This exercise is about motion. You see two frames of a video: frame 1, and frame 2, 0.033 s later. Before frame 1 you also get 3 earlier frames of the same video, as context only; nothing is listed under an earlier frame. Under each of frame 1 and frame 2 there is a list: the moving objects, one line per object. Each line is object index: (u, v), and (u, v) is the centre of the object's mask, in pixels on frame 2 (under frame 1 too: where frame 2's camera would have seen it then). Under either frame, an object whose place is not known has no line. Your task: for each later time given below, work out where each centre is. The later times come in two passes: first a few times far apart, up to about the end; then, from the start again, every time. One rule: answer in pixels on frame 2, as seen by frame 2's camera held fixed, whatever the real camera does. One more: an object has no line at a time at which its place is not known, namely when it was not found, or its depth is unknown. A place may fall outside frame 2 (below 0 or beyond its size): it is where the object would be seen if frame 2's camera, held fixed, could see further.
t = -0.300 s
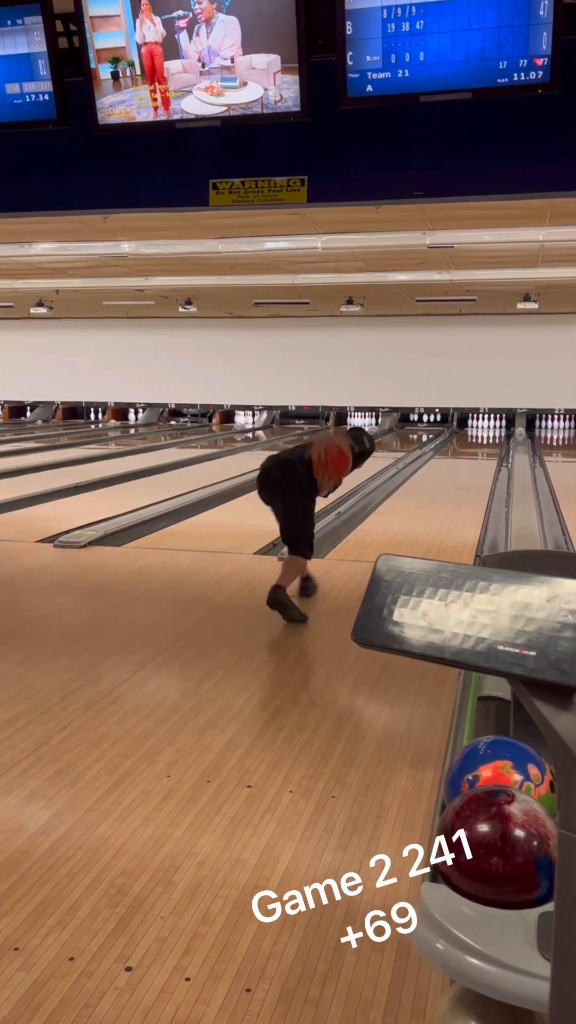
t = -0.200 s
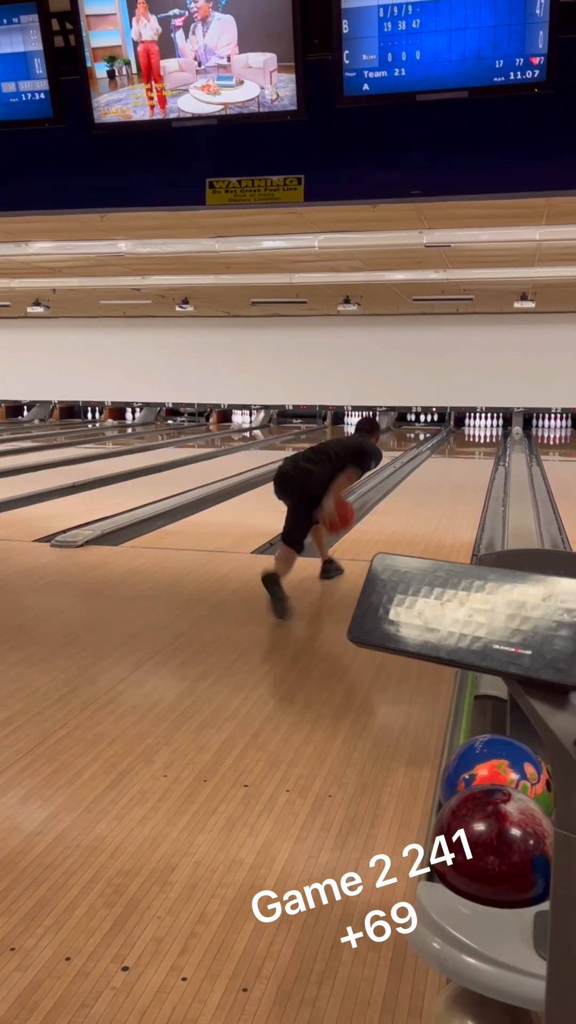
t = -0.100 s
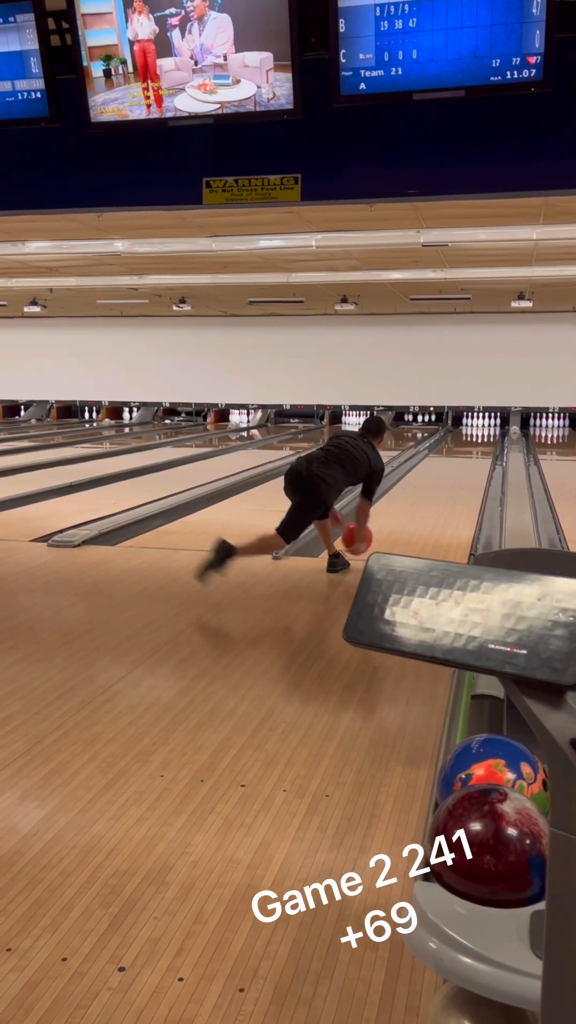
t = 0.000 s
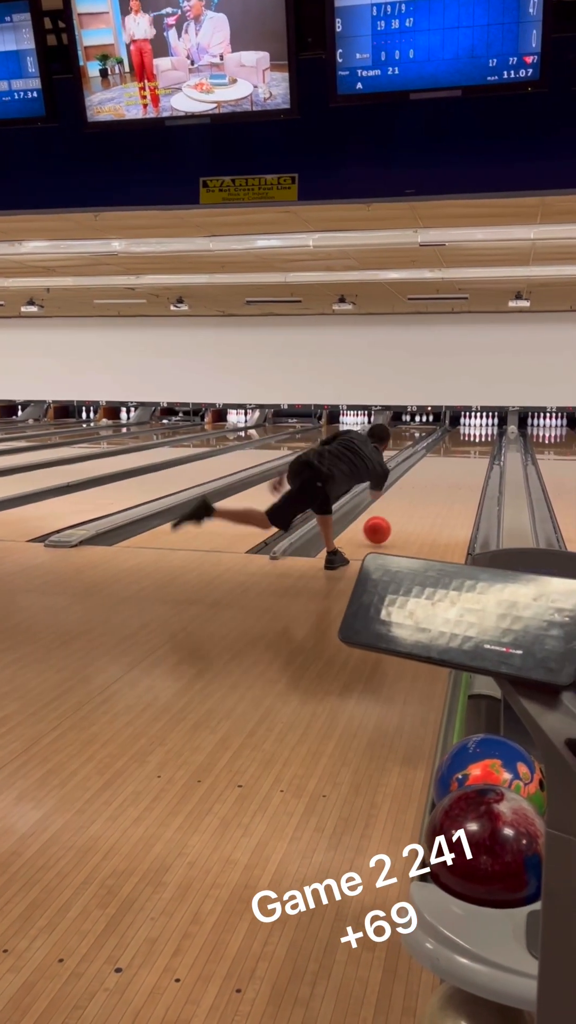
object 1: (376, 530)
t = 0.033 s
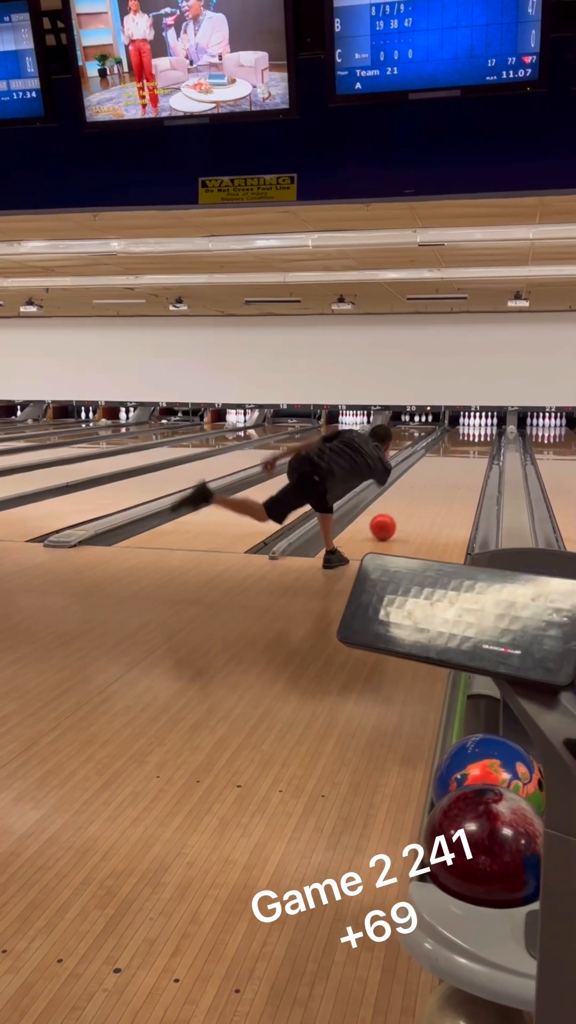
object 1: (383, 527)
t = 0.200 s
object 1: (410, 504)
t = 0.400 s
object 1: (434, 485)
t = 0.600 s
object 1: (451, 471)
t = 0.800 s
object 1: (464, 459)
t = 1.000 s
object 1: (473, 452)
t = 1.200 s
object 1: (480, 445)
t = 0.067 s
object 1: (389, 522)
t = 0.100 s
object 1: (395, 517)
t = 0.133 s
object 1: (400, 513)
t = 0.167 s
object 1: (406, 508)
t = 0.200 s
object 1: (410, 504)
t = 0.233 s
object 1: (415, 500)
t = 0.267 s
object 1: (419, 497)
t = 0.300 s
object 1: (423, 494)
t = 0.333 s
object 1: (427, 490)
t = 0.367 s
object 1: (431, 488)
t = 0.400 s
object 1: (434, 485)
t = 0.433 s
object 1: (437, 482)
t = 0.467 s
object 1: (440, 479)
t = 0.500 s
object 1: (443, 477)
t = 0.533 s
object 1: (446, 475)
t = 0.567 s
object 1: (449, 473)
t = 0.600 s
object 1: (451, 471)
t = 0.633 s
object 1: (453, 469)
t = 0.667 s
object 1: (456, 467)
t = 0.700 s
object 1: (458, 464)
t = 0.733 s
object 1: (460, 463)
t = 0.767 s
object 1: (462, 461)
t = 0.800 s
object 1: (464, 459)
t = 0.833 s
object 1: (465, 458)
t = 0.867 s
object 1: (467, 457)
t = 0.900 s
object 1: (469, 455)
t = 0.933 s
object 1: (470, 454)
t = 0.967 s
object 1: (472, 453)
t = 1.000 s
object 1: (473, 452)
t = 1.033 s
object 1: (474, 450)
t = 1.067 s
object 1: (476, 449)
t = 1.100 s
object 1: (477, 448)
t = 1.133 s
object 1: (478, 447)
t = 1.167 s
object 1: (479, 446)
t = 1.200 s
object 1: (480, 445)
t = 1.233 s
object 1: (481, 444)
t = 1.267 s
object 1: (482, 443)
